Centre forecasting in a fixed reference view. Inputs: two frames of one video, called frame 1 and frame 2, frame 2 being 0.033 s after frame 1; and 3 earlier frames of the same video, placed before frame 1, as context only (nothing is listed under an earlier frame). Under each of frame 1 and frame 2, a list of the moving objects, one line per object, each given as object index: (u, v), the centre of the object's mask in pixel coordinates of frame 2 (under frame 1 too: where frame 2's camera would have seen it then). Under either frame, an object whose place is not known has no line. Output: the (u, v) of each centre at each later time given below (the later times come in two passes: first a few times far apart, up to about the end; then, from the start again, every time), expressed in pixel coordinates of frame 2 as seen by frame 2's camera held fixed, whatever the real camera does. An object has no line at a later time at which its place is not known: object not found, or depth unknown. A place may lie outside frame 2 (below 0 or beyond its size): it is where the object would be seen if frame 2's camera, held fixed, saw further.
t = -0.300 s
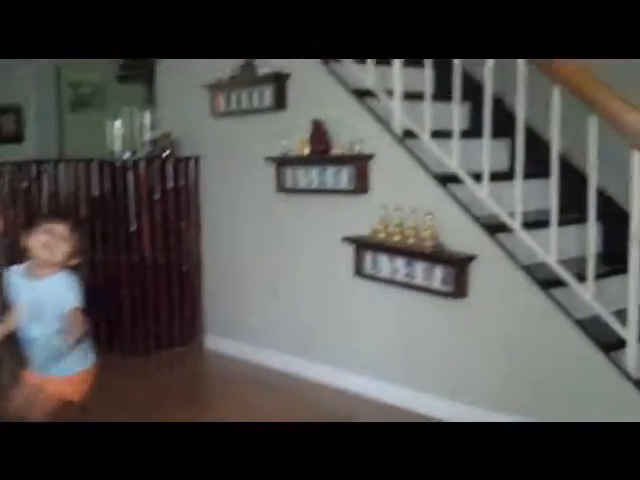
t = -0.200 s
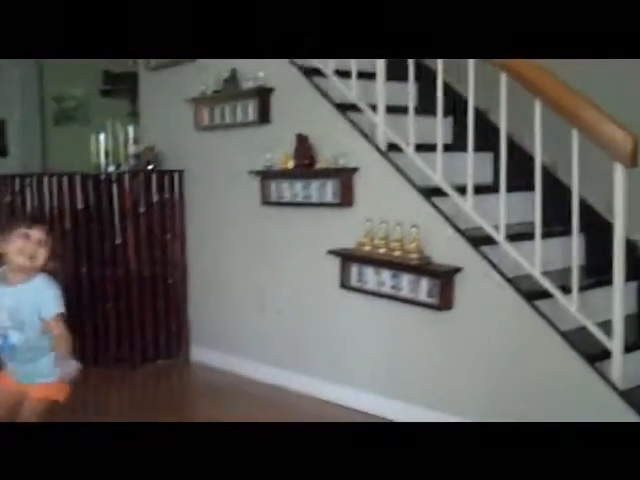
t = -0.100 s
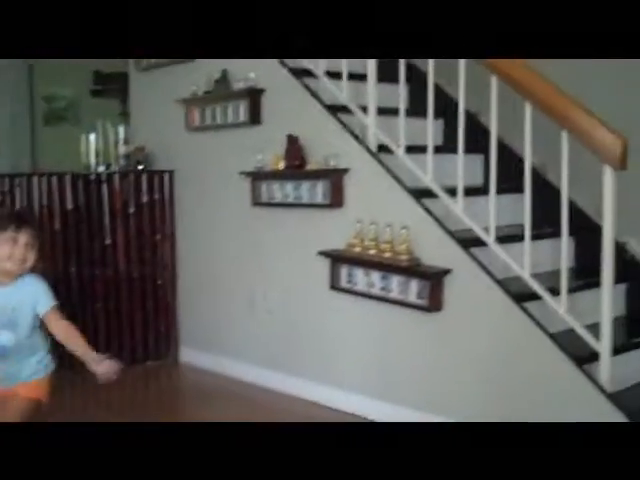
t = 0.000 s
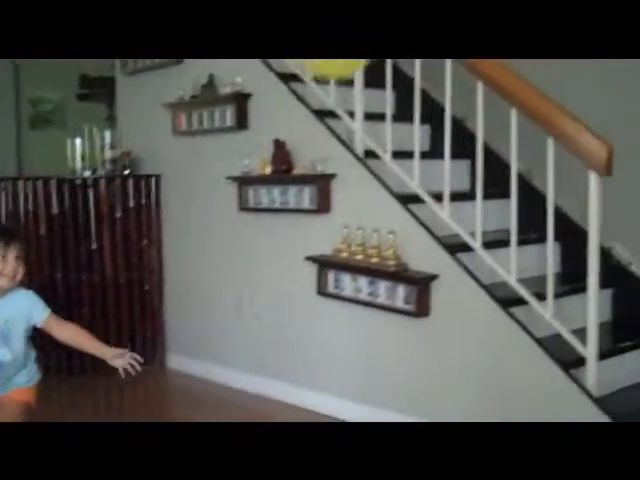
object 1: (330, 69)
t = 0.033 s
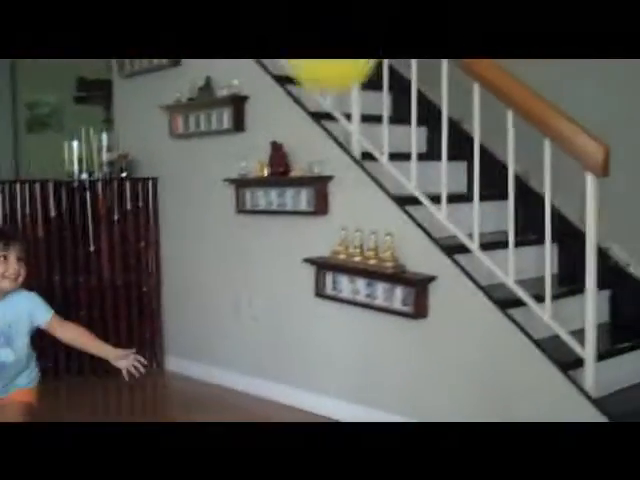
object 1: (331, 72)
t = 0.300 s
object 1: (344, 170)
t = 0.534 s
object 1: (346, 301)
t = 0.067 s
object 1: (335, 79)
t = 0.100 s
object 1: (334, 86)
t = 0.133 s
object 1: (336, 95)
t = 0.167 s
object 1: (340, 103)
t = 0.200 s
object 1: (341, 115)
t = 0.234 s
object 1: (343, 132)
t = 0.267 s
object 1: (344, 151)
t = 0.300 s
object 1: (344, 170)
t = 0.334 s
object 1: (345, 190)
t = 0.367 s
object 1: (345, 210)
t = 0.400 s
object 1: (346, 228)
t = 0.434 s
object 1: (346, 248)
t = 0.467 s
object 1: (346, 265)
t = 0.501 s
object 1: (346, 284)
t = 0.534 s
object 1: (346, 301)
